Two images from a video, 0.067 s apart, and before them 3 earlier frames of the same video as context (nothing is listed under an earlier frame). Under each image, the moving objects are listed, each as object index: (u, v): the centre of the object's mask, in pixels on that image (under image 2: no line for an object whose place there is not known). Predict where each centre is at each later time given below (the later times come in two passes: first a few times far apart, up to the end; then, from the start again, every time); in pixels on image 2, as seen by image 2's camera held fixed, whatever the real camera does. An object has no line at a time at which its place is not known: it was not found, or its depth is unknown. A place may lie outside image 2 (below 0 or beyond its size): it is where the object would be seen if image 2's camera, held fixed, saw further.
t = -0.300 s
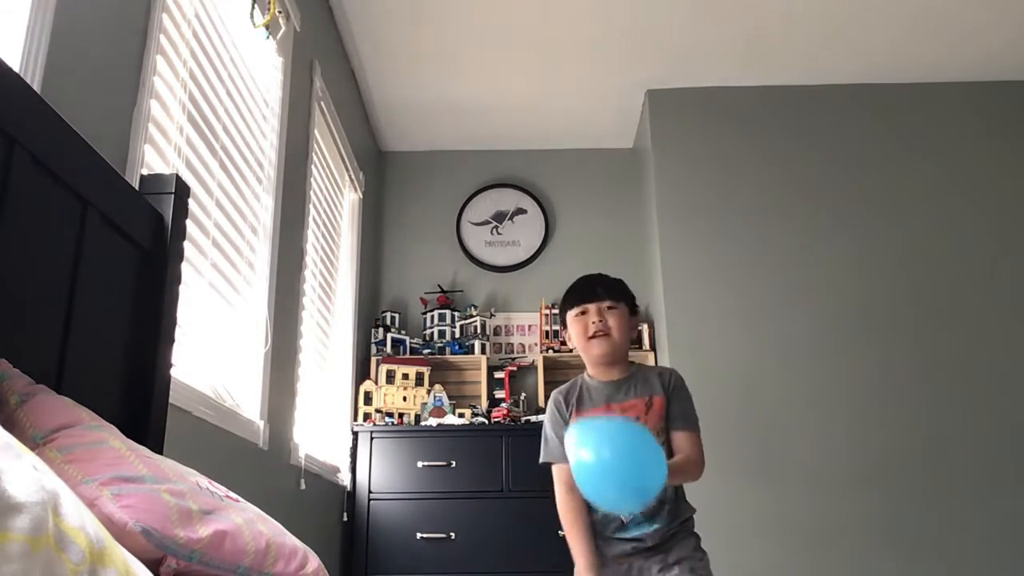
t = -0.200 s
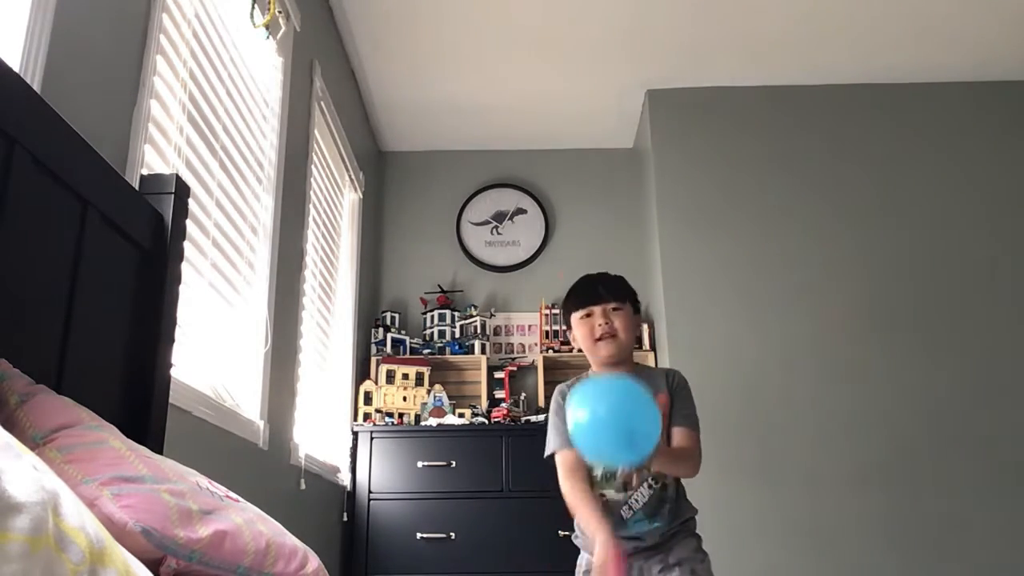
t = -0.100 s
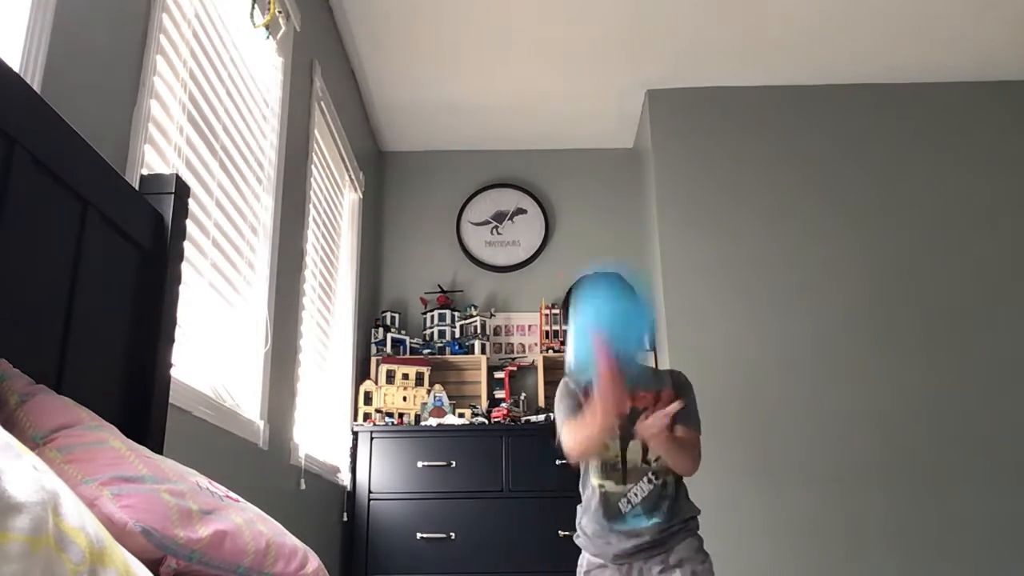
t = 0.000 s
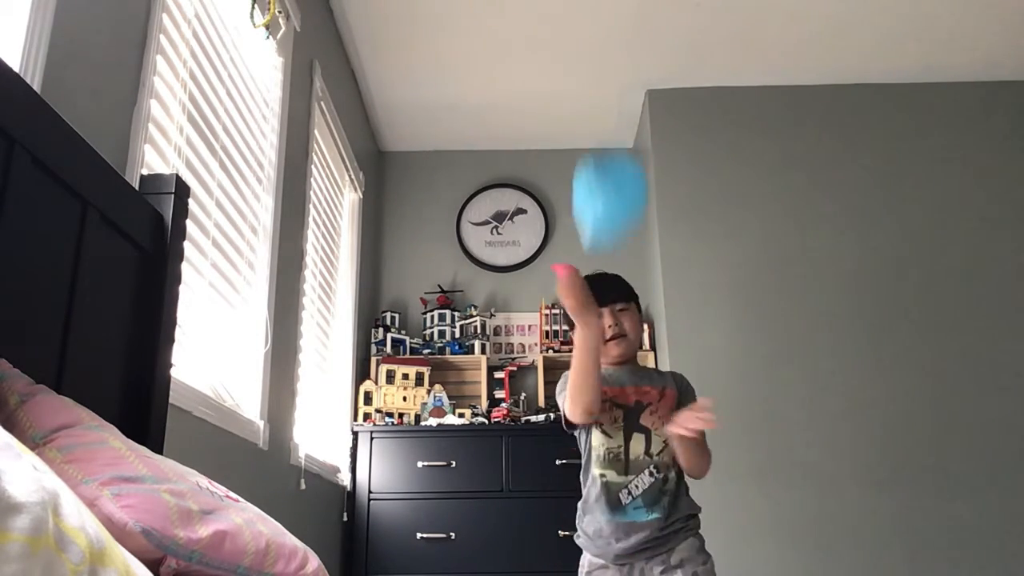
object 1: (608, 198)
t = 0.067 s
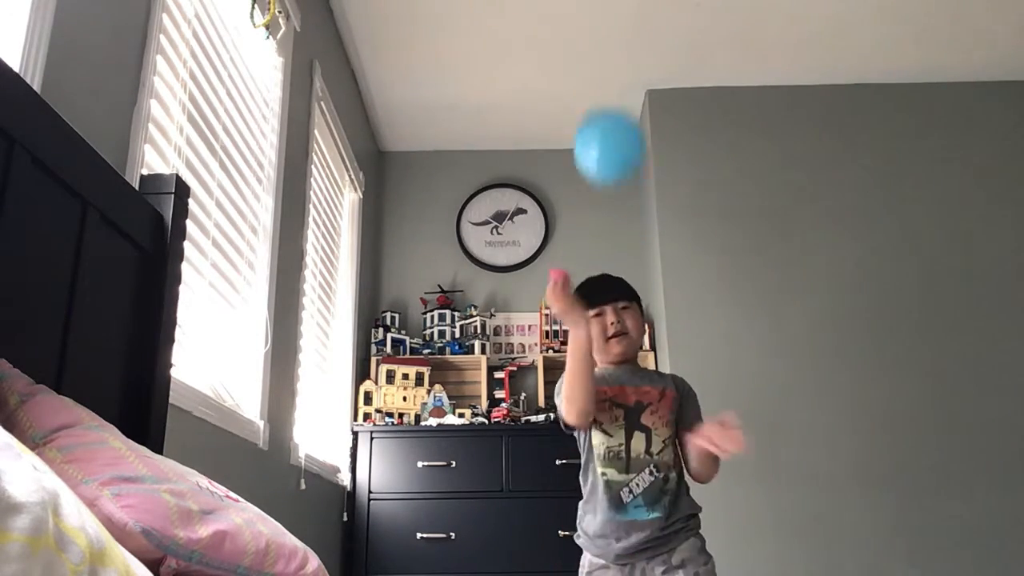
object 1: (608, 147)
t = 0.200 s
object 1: (604, 107)
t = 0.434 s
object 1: (601, 104)
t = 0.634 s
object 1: (601, 133)
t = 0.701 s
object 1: (602, 152)
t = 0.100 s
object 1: (608, 132)
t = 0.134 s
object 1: (607, 119)
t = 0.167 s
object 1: (606, 111)
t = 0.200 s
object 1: (604, 107)
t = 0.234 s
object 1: (604, 105)
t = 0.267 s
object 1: (603, 104)
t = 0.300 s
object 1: (604, 103)
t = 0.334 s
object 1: (604, 102)
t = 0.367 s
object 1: (604, 101)
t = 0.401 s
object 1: (603, 101)
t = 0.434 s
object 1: (601, 104)
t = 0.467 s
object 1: (601, 108)
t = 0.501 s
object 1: (601, 111)
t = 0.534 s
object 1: (601, 115)
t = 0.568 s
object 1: (601, 120)
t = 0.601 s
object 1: (601, 125)
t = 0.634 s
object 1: (601, 133)
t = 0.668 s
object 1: (602, 142)
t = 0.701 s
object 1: (602, 152)
